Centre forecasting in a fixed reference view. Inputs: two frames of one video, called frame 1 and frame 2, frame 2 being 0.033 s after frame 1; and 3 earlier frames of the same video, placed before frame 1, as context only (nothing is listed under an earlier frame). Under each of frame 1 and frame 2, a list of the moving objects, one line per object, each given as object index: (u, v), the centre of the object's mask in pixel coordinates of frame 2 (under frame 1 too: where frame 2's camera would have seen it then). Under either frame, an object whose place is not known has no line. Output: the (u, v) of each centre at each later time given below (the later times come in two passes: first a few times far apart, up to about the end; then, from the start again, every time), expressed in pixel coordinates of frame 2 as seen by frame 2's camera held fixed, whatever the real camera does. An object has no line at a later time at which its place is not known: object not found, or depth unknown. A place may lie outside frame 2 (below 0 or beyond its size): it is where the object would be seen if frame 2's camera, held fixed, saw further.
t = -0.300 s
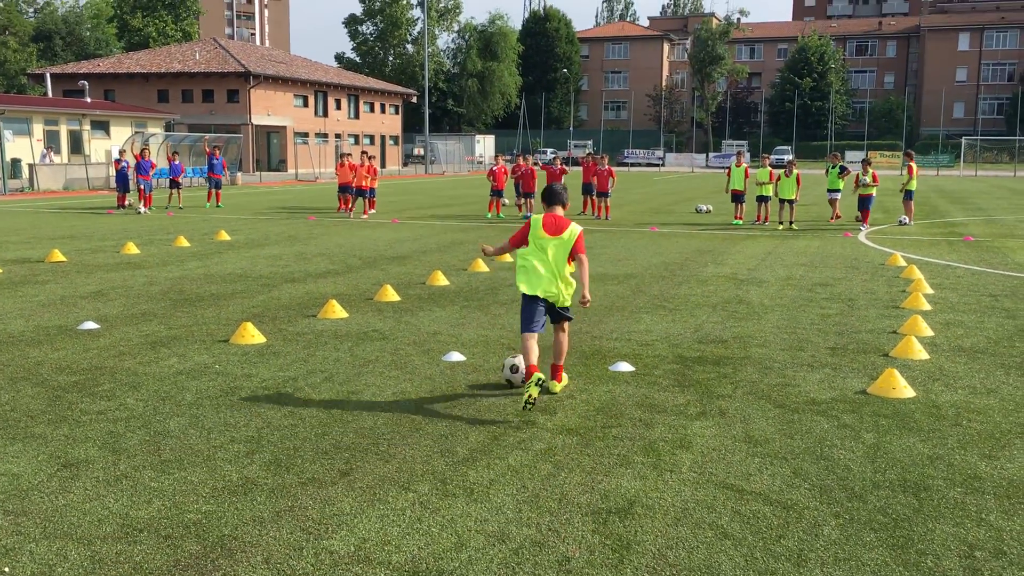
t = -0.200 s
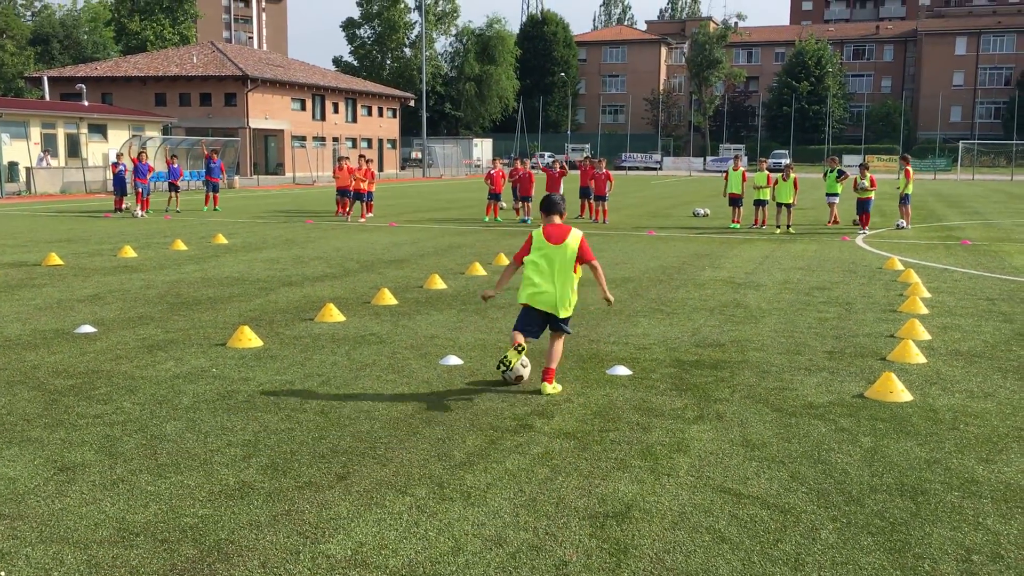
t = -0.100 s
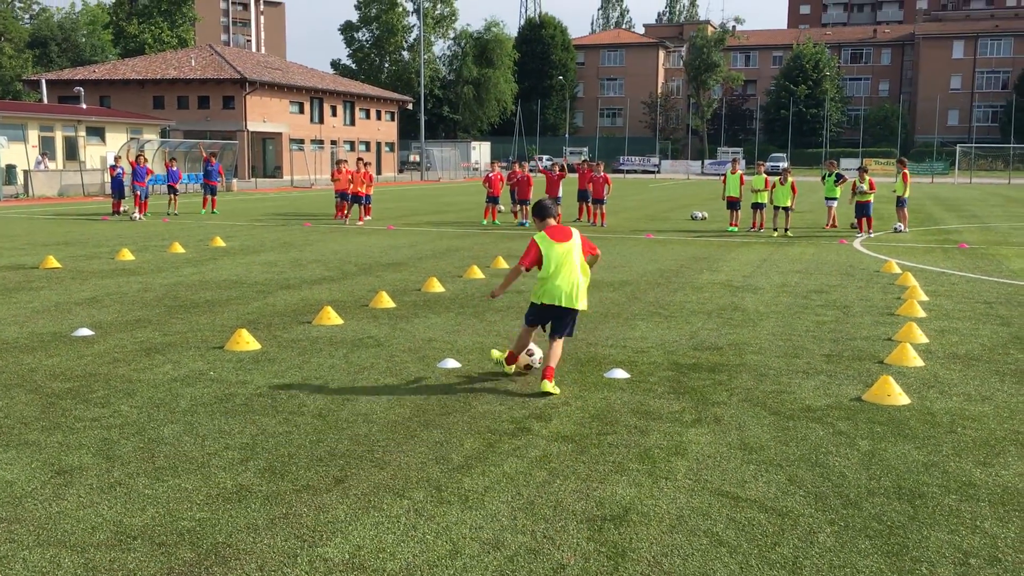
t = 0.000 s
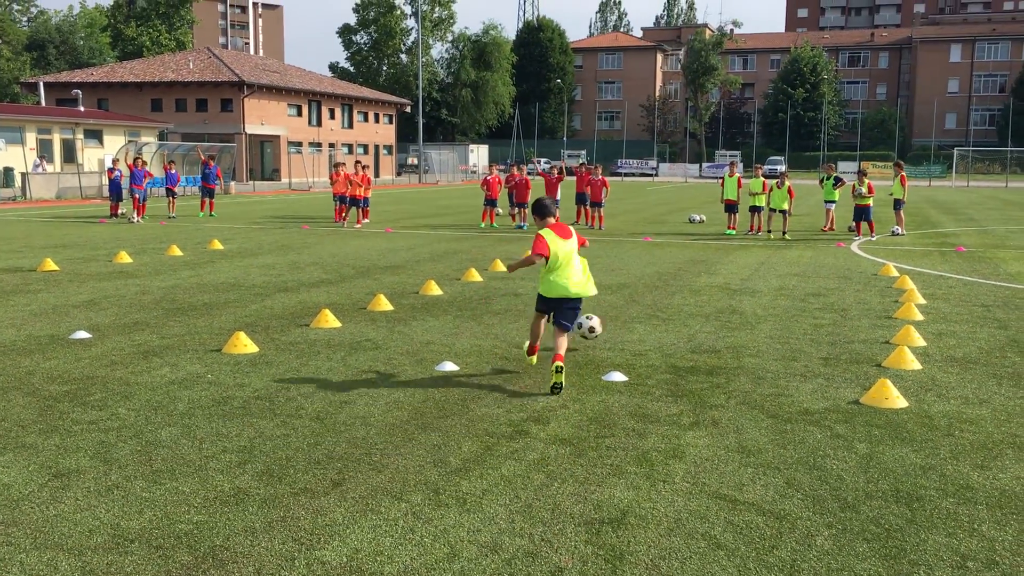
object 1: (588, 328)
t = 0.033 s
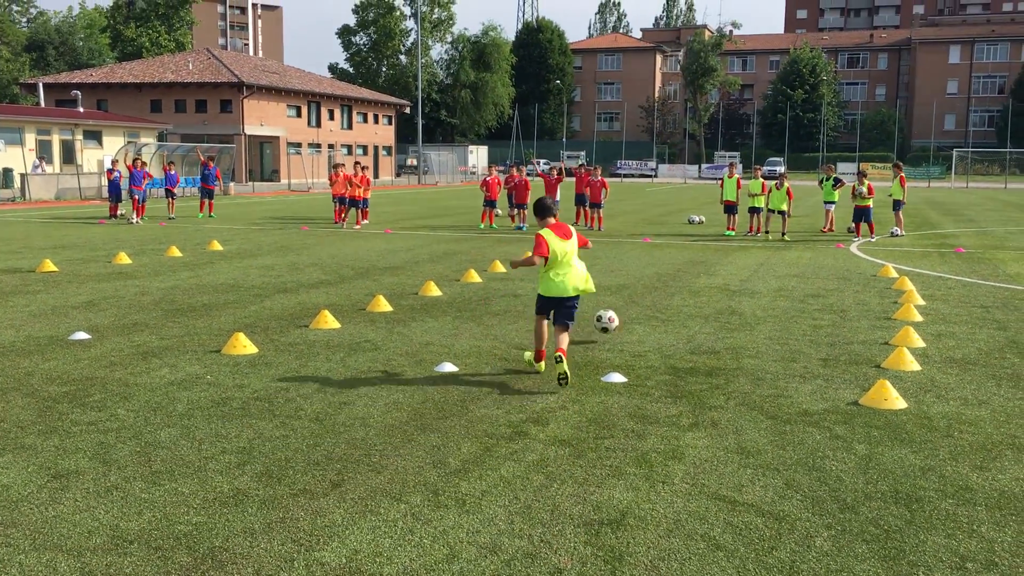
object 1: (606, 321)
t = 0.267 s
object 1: (696, 290)
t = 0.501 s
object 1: (752, 274)
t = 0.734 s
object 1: (790, 262)
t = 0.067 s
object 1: (622, 317)
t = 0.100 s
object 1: (638, 314)
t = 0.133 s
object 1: (651, 311)
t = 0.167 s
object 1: (664, 304)
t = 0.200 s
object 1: (675, 298)
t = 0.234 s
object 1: (686, 293)
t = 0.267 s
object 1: (696, 290)
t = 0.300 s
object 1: (706, 288)
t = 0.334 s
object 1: (715, 287)
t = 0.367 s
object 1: (724, 283)
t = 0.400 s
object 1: (731, 279)
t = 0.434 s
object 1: (738, 276)
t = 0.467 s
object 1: (746, 274)
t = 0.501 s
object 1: (752, 274)
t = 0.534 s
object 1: (759, 273)
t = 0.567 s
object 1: (765, 270)
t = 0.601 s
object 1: (770, 268)
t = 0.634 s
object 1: (776, 266)
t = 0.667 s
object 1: (781, 266)
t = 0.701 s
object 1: (786, 264)
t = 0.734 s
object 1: (790, 262)
